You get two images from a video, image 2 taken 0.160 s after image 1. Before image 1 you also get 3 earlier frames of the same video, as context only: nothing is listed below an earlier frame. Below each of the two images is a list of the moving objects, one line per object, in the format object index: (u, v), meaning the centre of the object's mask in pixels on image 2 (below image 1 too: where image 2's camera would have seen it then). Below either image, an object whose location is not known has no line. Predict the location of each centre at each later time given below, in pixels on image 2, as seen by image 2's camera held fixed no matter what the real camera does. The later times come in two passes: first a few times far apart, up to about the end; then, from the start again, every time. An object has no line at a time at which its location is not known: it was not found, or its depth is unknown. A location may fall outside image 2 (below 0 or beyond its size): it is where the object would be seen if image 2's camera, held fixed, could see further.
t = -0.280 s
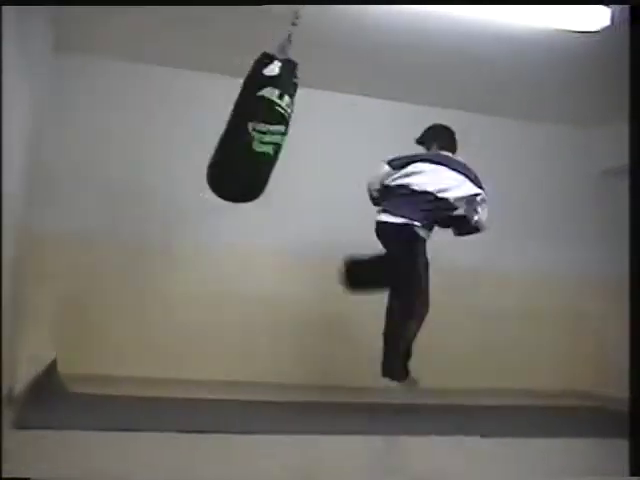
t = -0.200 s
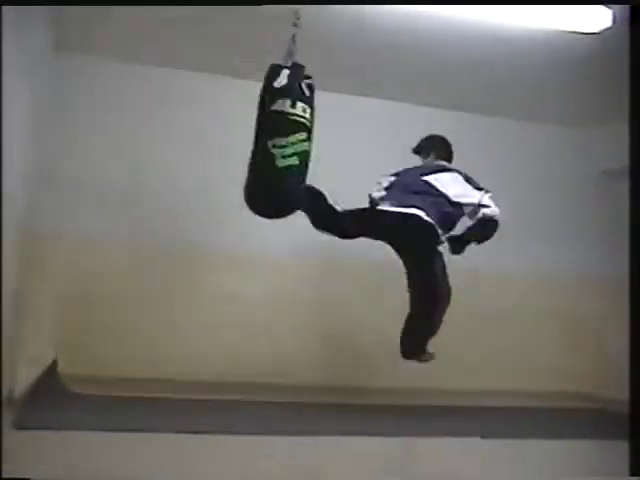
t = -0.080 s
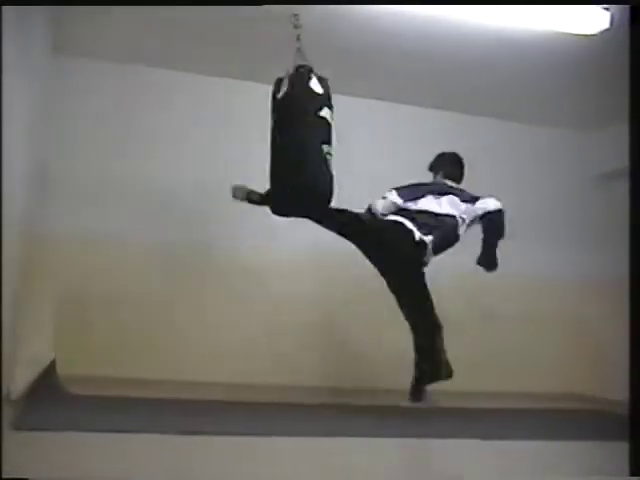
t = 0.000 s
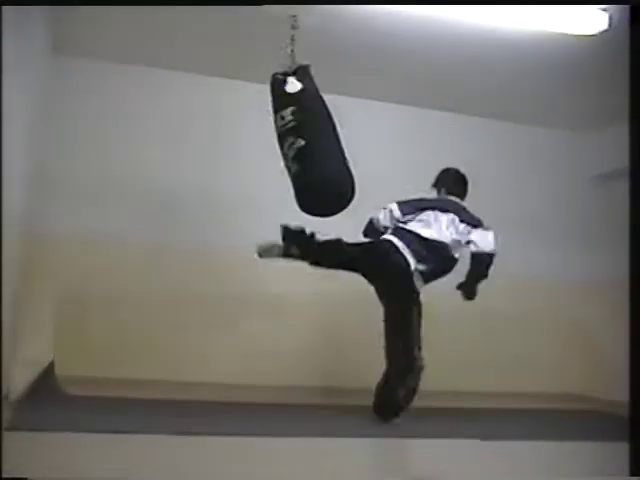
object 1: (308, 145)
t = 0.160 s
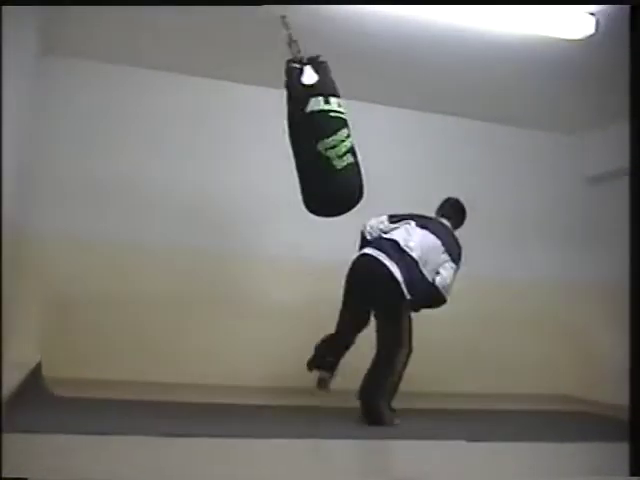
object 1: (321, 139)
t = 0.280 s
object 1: (323, 141)
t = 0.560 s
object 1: (301, 149)
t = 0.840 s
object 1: (267, 152)
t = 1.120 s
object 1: (235, 142)
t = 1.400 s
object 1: (237, 139)
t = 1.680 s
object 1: (268, 151)
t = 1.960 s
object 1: (309, 148)
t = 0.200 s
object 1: (323, 138)
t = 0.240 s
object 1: (324, 139)
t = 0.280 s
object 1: (323, 141)
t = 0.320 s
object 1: (324, 142)
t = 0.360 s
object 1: (321, 142)
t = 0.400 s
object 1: (320, 144)
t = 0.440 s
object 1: (319, 146)
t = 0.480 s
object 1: (314, 146)
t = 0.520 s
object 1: (308, 147)
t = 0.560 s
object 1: (301, 149)
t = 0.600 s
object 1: (296, 151)
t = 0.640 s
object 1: (291, 151)
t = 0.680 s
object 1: (286, 151)
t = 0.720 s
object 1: (280, 153)
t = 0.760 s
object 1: (276, 155)
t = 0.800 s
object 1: (272, 154)
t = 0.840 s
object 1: (267, 152)
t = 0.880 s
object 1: (261, 149)
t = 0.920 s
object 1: (256, 147)
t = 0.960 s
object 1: (250, 146)
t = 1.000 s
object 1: (246, 145)
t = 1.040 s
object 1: (243, 144)
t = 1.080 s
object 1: (239, 143)
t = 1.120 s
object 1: (235, 142)
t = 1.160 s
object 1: (233, 141)
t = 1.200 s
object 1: (233, 140)
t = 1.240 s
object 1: (232, 139)
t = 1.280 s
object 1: (231, 139)
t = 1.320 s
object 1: (231, 139)
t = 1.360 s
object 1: (234, 139)
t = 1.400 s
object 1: (237, 139)
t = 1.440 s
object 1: (240, 141)
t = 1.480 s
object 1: (244, 142)
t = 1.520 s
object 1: (248, 144)
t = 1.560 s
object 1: (252, 146)
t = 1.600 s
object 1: (257, 148)
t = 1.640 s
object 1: (262, 150)
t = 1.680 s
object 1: (268, 151)
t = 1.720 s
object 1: (273, 151)
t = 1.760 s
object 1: (279, 150)
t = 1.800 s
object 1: (285, 150)
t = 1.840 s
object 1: (292, 149)
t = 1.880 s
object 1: (298, 149)
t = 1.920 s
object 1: (304, 150)
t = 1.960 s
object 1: (309, 148)
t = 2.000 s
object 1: (314, 146)
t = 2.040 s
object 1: (318, 145)
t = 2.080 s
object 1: (321, 145)
